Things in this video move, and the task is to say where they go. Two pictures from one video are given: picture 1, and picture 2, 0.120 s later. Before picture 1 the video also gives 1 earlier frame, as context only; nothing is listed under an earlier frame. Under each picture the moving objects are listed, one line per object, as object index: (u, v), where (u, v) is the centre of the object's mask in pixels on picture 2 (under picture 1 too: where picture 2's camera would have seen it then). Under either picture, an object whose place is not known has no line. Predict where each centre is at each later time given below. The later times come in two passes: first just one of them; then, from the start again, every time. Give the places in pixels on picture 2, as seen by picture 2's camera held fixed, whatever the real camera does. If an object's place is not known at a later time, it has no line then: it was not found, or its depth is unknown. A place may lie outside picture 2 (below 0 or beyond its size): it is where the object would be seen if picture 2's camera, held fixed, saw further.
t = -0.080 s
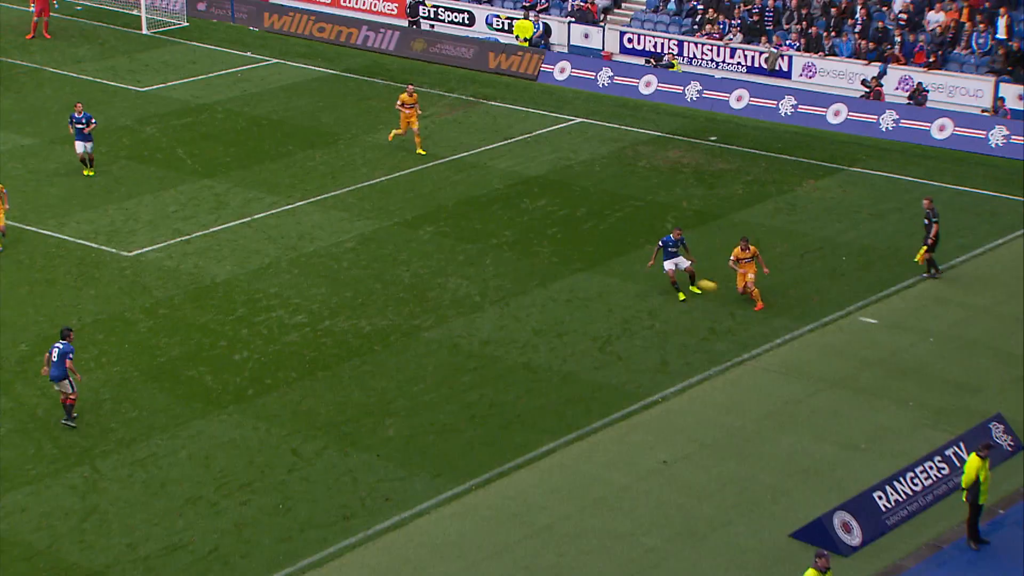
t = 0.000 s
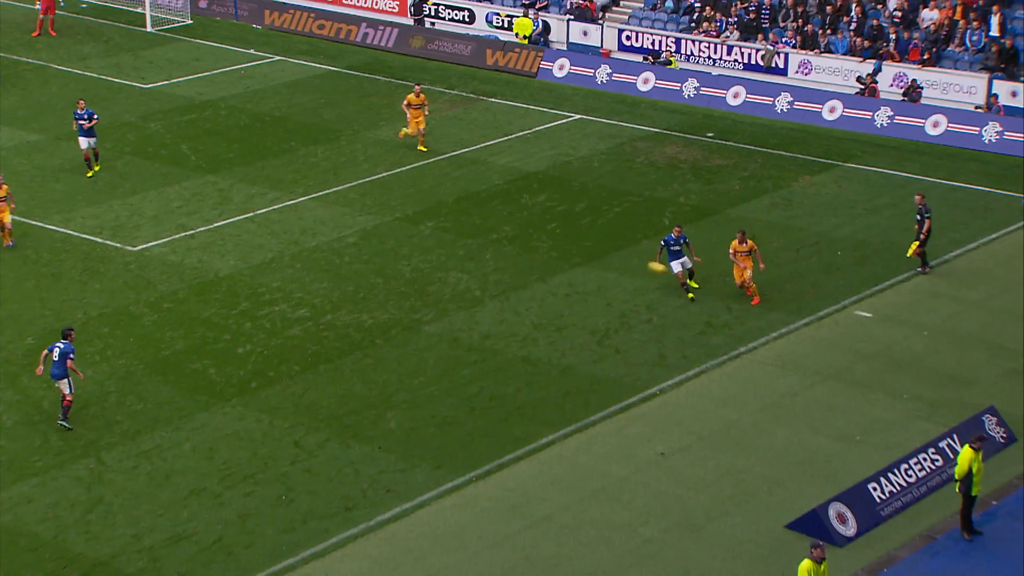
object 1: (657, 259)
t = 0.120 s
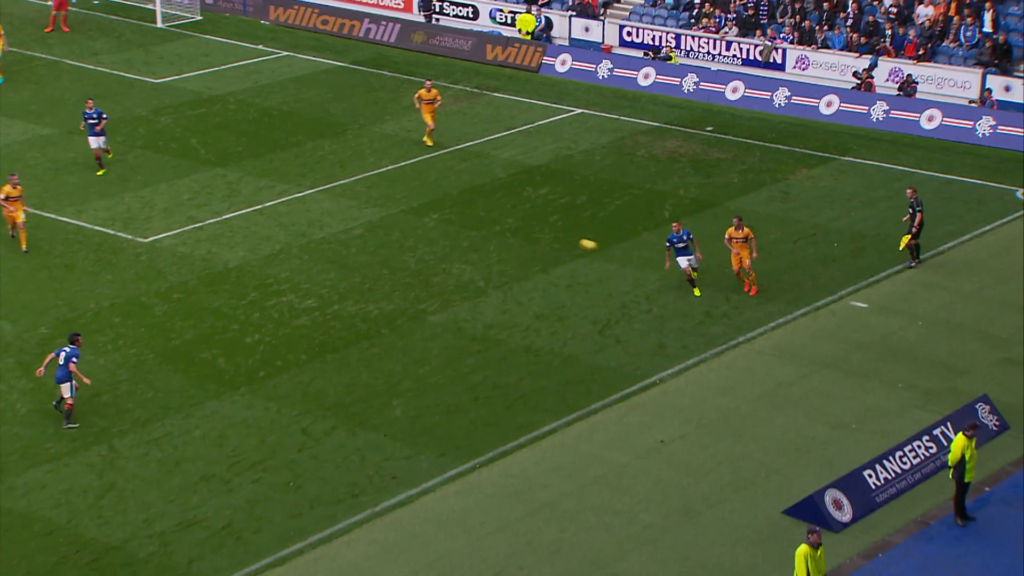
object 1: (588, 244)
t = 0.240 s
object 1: (519, 234)
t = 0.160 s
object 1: (565, 240)
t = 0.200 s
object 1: (542, 238)
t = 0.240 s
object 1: (519, 234)
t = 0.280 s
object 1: (496, 232)
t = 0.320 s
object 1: (474, 230)
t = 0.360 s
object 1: (451, 228)
